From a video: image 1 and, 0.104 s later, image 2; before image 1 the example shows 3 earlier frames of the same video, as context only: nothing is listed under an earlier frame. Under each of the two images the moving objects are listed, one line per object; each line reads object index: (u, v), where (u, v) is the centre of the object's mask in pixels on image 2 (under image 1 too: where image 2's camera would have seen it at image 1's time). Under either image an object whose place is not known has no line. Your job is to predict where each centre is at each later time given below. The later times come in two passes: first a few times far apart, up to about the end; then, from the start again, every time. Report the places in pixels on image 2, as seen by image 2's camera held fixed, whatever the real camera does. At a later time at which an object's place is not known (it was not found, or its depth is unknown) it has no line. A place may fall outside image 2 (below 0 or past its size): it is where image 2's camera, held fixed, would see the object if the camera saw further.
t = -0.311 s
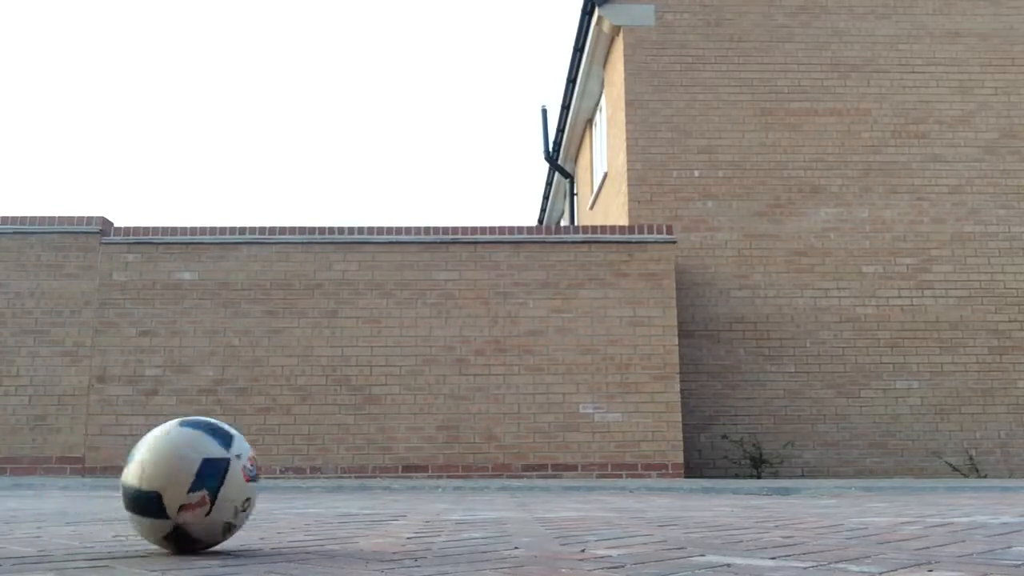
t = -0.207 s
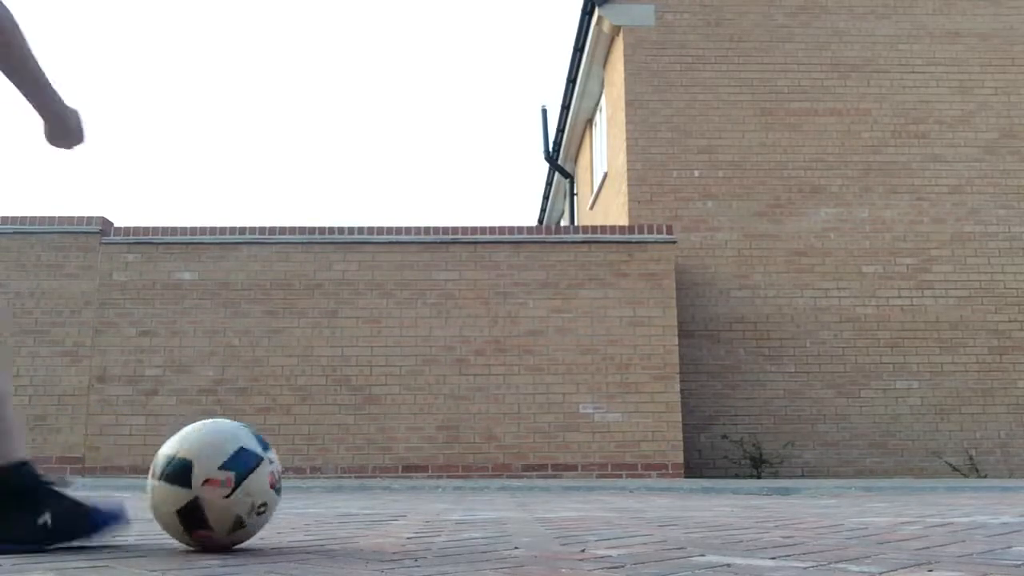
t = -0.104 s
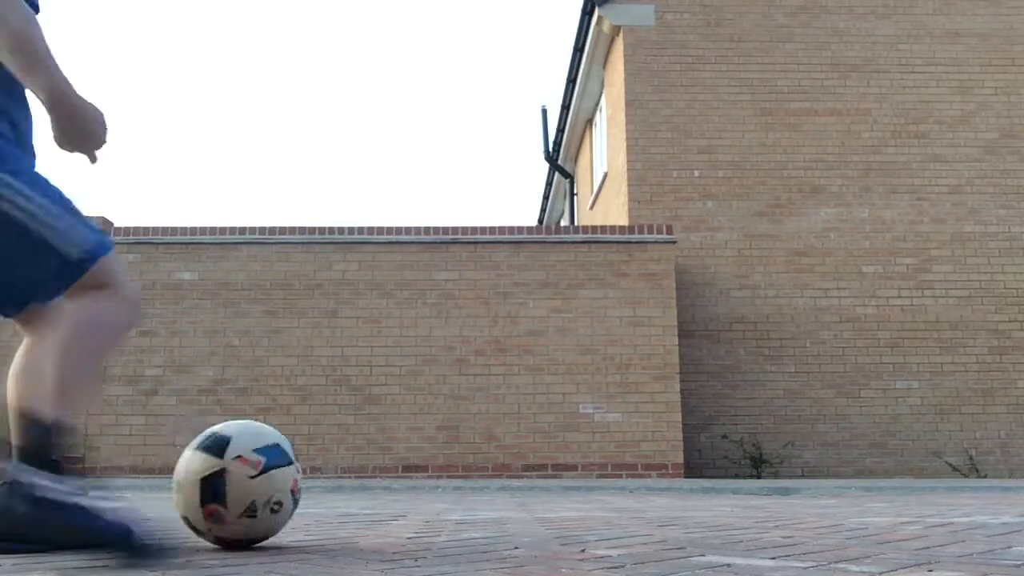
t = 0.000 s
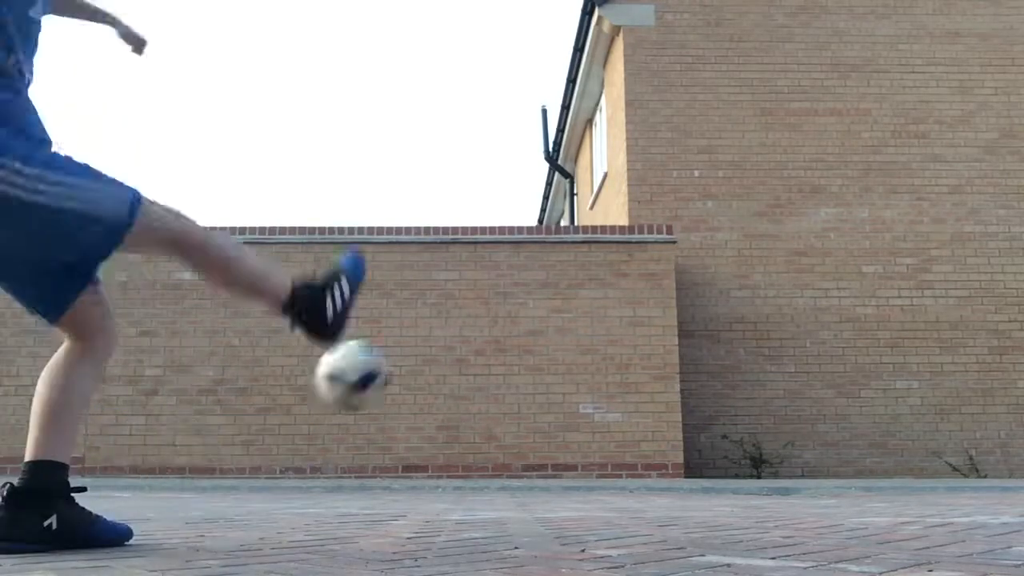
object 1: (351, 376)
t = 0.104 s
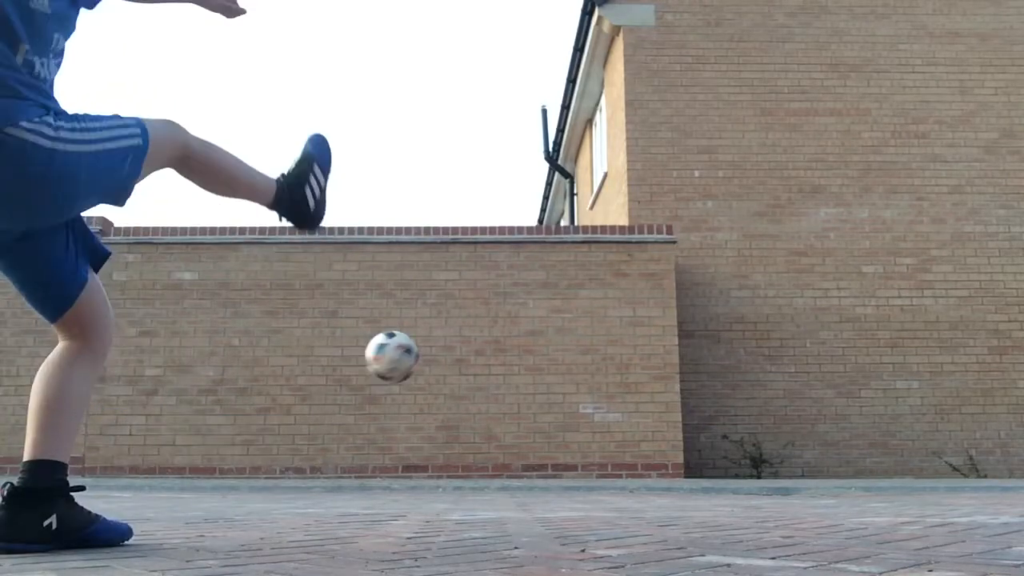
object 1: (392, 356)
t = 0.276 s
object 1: (418, 378)
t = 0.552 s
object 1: (442, 437)
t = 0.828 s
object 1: (490, 441)
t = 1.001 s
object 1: (541, 441)
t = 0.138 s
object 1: (399, 354)
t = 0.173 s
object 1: (406, 360)
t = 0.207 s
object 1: (412, 363)
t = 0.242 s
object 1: (416, 370)
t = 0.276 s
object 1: (418, 378)
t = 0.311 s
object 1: (422, 386)
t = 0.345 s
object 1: (424, 395)
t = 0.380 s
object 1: (426, 405)
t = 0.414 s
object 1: (428, 415)
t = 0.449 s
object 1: (431, 428)
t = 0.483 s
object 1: (433, 428)
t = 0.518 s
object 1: (437, 432)
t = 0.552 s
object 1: (442, 437)
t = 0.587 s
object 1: (446, 444)
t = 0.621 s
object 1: (452, 455)
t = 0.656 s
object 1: (458, 467)
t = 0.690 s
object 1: (464, 476)
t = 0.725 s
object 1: (471, 465)
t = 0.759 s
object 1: (476, 455)
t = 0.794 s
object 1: (483, 447)
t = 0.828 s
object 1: (490, 441)
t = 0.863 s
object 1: (496, 435)
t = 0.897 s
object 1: (505, 432)
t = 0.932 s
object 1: (513, 431)
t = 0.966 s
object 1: (521, 432)
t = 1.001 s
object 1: (541, 441)
